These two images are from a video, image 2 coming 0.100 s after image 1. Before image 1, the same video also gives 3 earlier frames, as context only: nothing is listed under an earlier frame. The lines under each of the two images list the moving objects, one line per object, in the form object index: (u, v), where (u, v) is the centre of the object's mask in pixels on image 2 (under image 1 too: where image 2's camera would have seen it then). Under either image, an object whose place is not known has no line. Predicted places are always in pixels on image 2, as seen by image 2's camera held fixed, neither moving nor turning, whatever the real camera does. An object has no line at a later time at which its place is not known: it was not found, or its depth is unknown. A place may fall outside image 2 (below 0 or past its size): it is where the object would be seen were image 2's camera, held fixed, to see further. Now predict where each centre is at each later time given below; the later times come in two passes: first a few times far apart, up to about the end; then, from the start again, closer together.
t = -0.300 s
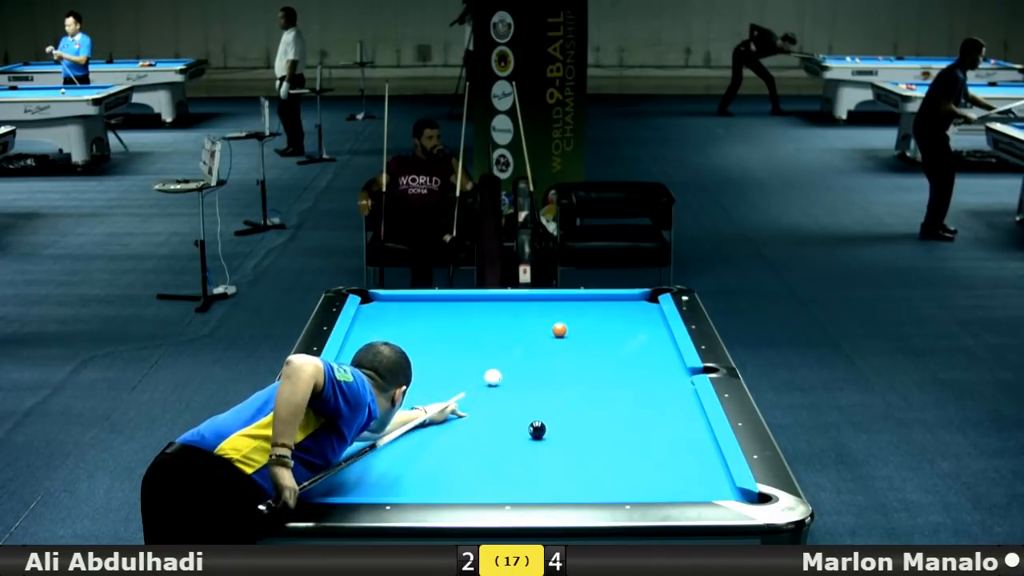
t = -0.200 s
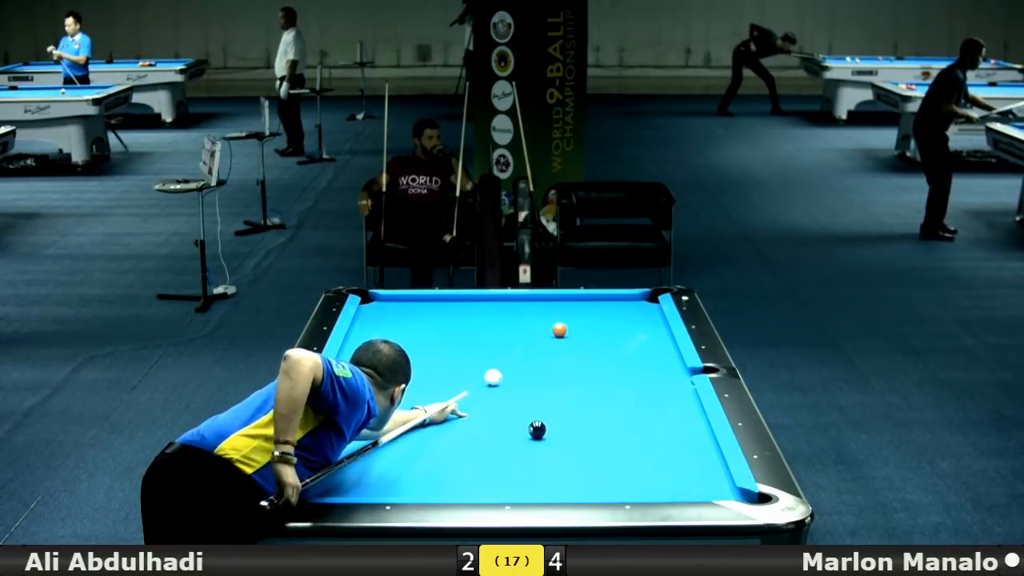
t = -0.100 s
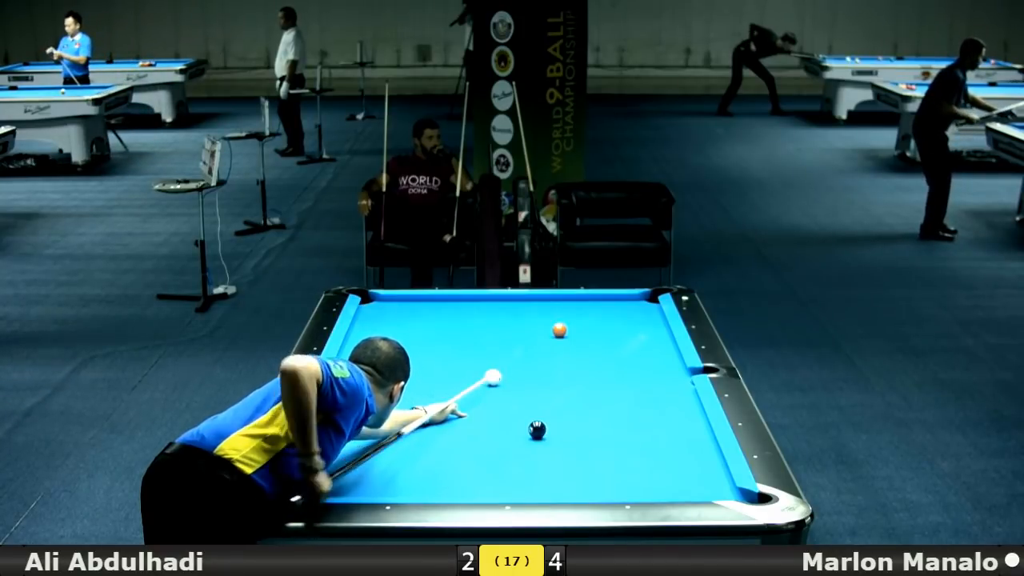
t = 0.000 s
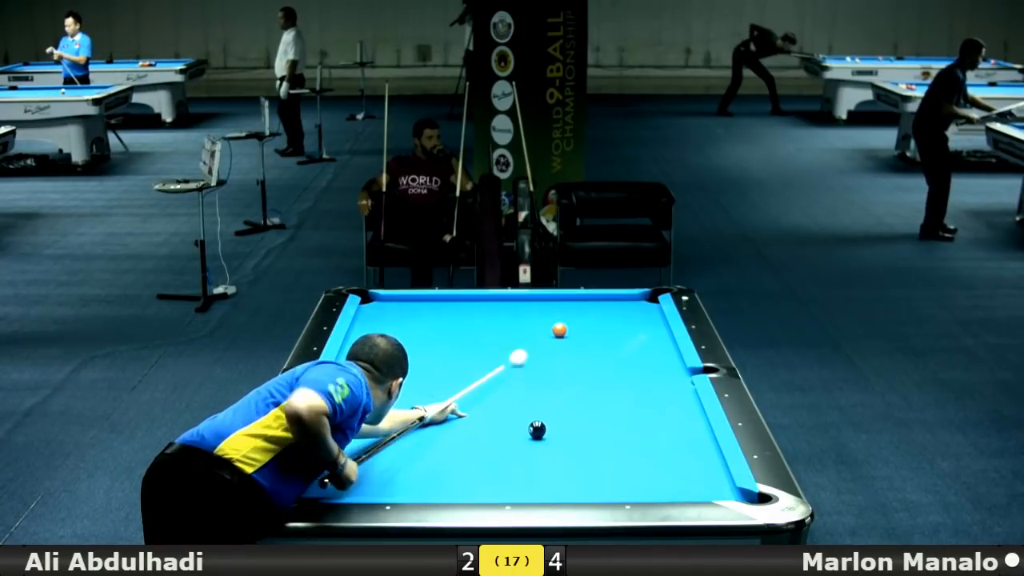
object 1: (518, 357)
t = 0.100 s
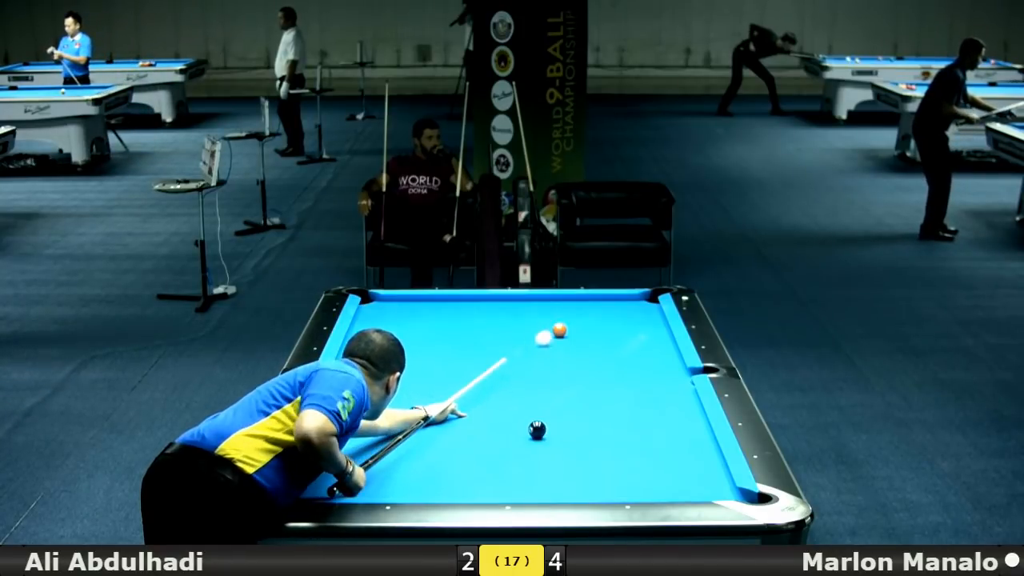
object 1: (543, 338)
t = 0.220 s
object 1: (537, 329)
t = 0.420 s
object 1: (516, 319)
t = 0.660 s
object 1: (502, 305)
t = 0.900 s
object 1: (486, 299)
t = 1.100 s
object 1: (468, 306)
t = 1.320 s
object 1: (448, 313)
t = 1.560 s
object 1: (425, 320)
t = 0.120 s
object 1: (548, 334)
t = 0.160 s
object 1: (546, 331)
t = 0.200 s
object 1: (540, 330)
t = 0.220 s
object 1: (537, 329)
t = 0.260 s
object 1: (532, 328)
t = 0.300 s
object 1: (527, 326)
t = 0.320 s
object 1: (525, 325)
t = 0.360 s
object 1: (521, 323)
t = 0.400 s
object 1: (518, 320)
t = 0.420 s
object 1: (516, 319)
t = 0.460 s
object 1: (514, 317)
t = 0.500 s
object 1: (511, 314)
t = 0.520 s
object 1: (510, 313)
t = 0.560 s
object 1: (508, 311)
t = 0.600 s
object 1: (505, 309)
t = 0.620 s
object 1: (504, 308)
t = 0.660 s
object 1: (502, 305)
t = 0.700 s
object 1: (500, 303)
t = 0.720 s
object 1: (498, 302)
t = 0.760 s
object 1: (496, 300)
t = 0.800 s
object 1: (494, 298)
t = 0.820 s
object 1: (493, 297)
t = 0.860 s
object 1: (490, 298)
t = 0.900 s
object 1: (486, 299)
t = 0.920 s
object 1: (484, 300)
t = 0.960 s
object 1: (480, 301)
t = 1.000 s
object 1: (477, 303)
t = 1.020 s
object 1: (475, 303)
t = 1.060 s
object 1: (471, 305)
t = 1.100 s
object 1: (468, 306)
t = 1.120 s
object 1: (466, 306)
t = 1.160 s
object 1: (462, 308)
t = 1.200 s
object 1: (459, 309)
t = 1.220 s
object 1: (457, 309)
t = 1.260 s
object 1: (453, 311)
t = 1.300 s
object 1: (449, 312)
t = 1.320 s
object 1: (448, 313)
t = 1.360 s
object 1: (444, 314)
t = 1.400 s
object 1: (440, 315)
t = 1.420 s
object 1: (438, 316)
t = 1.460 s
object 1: (435, 317)
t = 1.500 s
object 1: (431, 318)
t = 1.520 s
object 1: (429, 319)
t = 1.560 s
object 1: (425, 320)
